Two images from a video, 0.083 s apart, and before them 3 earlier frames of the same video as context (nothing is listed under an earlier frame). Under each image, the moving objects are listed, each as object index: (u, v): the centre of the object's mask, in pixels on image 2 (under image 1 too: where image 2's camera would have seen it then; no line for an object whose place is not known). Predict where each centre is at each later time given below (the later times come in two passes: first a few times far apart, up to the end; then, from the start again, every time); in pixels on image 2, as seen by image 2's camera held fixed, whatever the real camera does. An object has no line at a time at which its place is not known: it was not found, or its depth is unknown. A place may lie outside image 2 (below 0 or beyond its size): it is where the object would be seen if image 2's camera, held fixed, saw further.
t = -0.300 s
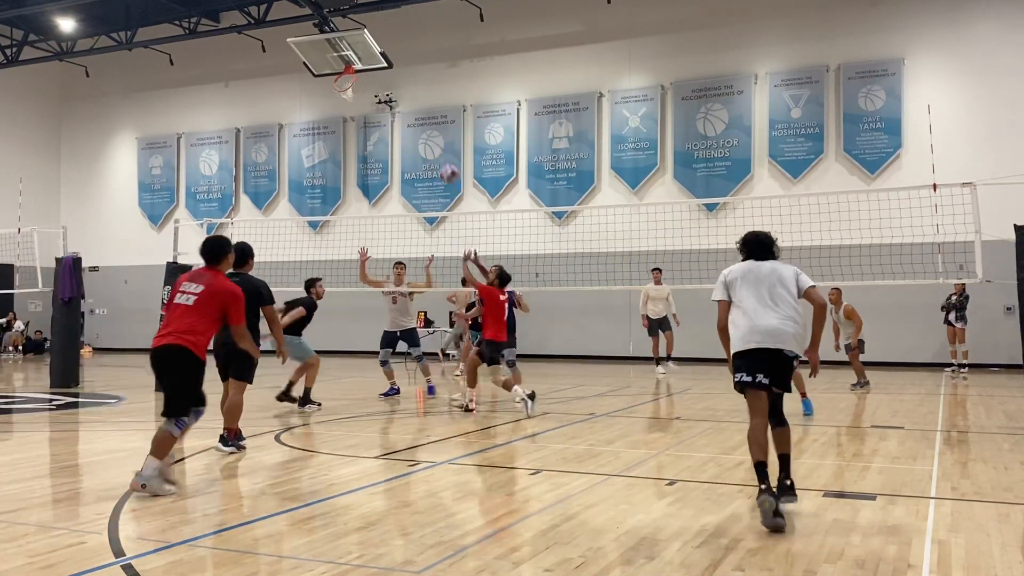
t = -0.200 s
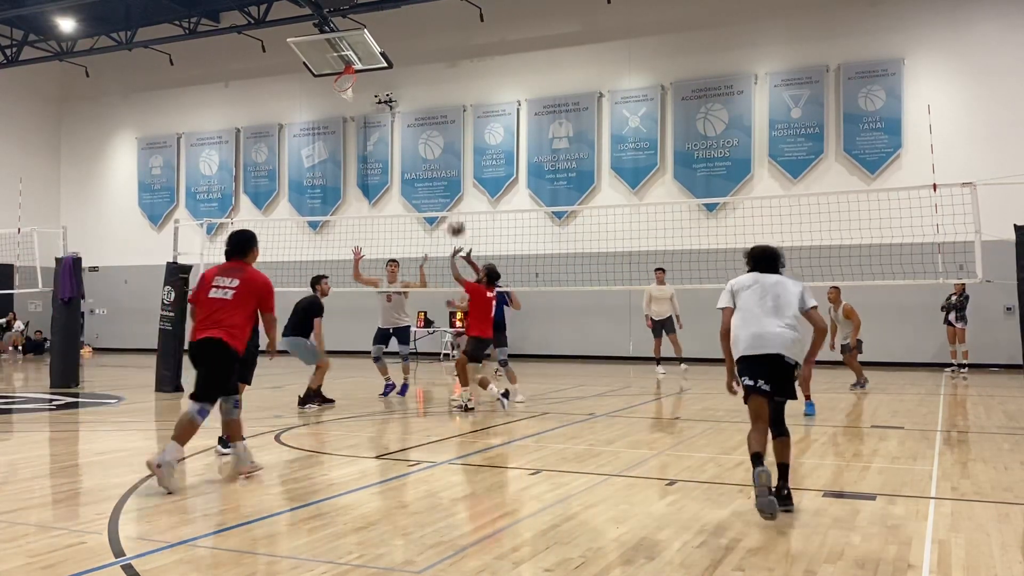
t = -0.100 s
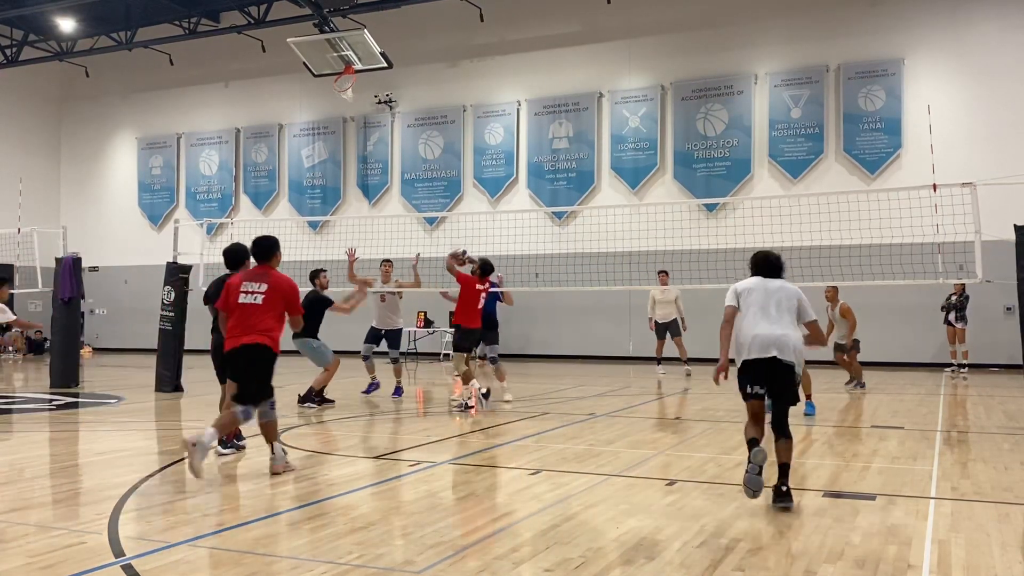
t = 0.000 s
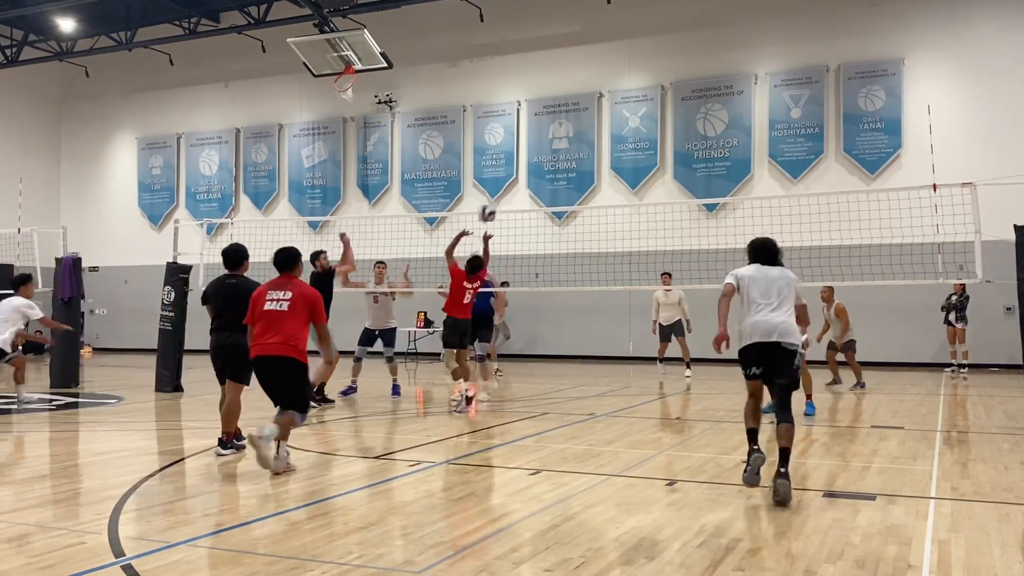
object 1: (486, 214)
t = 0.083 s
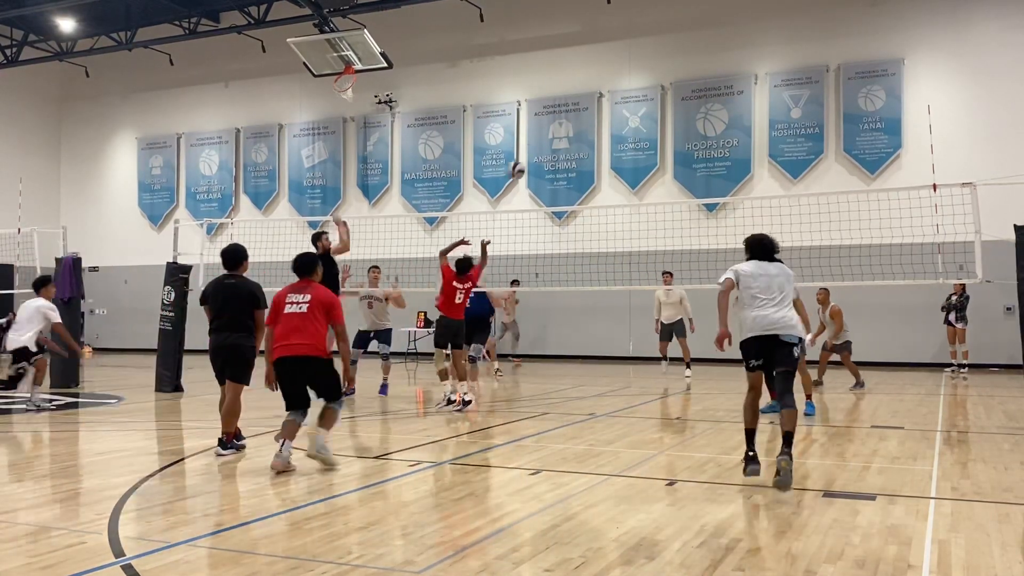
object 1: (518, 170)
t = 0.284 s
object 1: (587, 87)
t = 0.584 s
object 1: (699, 28)
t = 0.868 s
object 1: (810, 51)
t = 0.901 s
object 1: (824, 59)
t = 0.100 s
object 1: (521, 162)
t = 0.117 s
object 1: (527, 154)
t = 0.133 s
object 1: (533, 147)
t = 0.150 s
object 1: (539, 139)
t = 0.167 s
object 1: (545, 132)
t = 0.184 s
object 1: (550, 125)
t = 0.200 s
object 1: (556, 117)
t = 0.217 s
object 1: (562, 110)
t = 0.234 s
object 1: (568, 104)
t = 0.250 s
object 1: (574, 98)
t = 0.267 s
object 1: (580, 92)
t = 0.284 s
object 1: (587, 87)
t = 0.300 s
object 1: (593, 82)
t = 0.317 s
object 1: (599, 77)
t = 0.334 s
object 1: (605, 72)
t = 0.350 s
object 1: (611, 67)
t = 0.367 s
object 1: (617, 62)
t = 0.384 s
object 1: (624, 58)
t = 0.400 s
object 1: (629, 54)
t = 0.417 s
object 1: (635, 50)
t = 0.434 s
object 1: (642, 47)
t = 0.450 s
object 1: (648, 44)
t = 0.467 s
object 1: (654, 41)
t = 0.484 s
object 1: (661, 38)
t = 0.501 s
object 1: (667, 36)
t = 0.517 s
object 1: (673, 34)
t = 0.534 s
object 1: (679, 32)
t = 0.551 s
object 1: (686, 30)
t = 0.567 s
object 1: (692, 29)
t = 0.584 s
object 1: (699, 28)
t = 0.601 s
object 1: (705, 27)
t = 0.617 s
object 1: (711, 26)
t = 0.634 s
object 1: (718, 26)
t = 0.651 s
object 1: (724, 26)
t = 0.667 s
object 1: (731, 26)
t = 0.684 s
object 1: (737, 27)
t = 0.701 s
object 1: (744, 27)
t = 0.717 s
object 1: (750, 28)
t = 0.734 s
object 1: (757, 30)
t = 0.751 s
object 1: (763, 32)
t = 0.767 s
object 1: (769, 34)
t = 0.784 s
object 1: (776, 35)
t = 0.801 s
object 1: (783, 38)
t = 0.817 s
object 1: (790, 40)
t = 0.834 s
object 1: (796, 44)
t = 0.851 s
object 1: (803, 47)
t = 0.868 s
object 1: (810, 51)
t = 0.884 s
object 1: (817, 54)
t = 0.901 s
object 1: (824, 59)
